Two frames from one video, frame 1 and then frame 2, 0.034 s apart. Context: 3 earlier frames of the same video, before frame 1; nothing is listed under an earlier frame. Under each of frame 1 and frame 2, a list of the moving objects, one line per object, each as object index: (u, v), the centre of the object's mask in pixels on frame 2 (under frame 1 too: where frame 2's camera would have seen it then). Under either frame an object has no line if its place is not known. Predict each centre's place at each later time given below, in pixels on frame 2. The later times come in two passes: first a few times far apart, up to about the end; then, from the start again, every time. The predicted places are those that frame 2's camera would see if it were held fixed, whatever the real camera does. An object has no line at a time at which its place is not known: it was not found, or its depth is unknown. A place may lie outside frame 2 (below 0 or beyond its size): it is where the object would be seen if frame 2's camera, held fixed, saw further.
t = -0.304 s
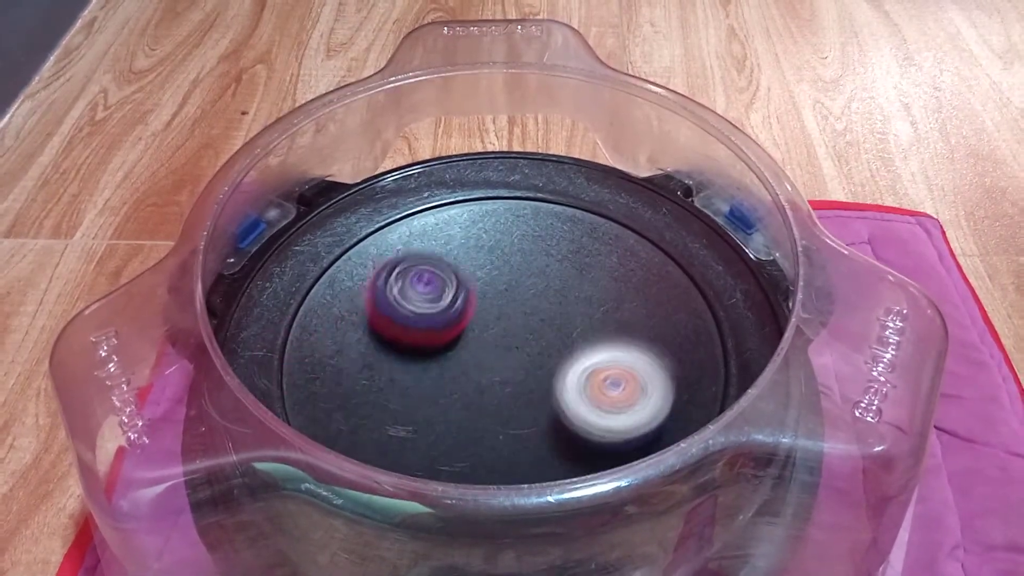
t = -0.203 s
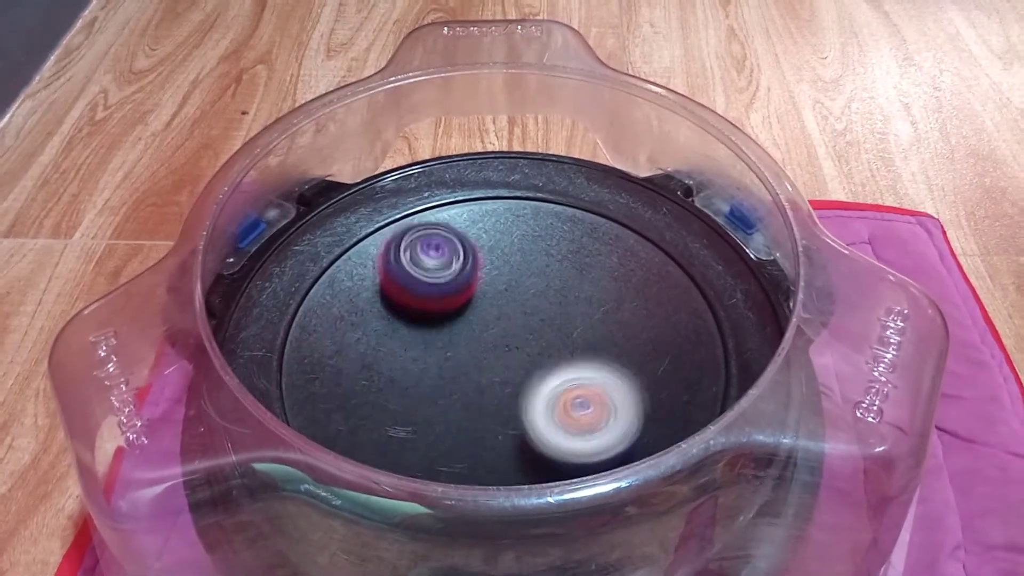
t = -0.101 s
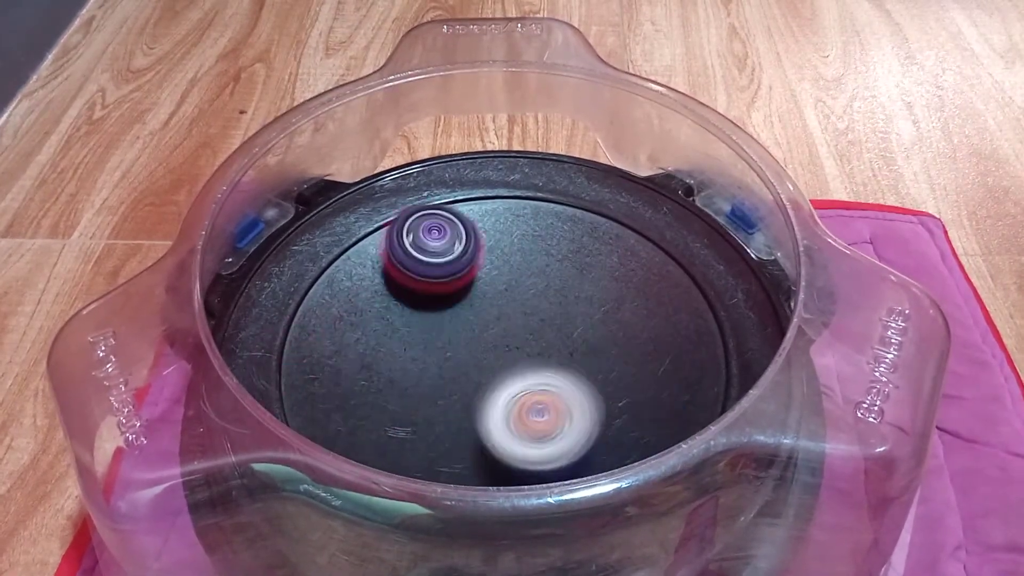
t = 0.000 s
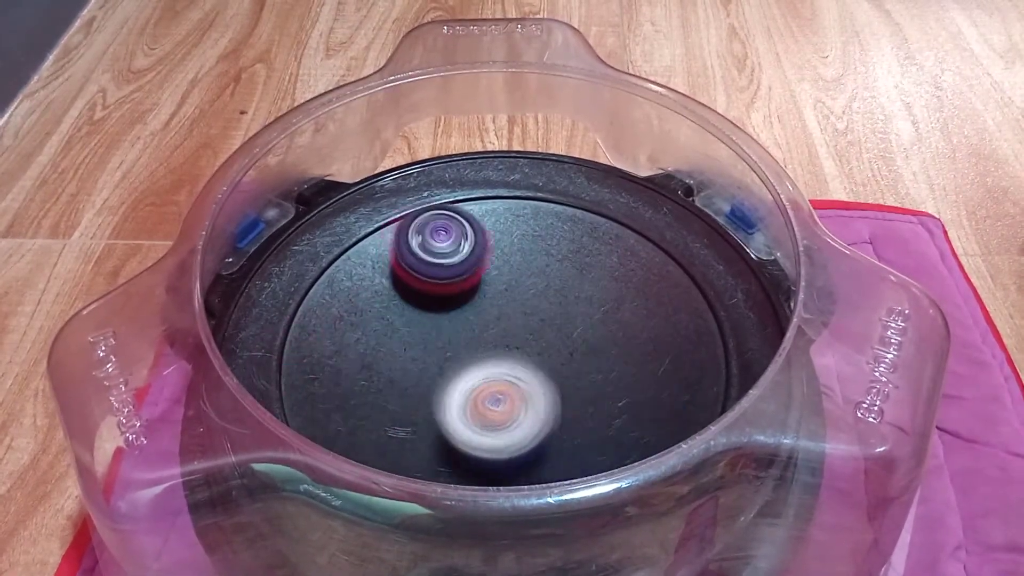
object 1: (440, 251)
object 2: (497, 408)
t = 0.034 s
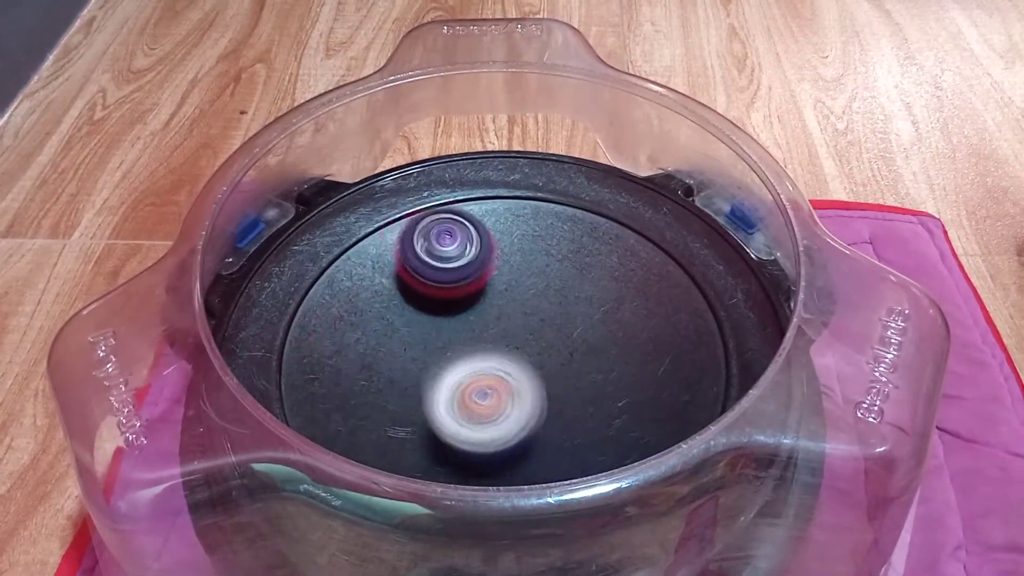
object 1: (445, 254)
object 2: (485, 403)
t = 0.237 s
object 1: (514, 286)
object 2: (431, 353)
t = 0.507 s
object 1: (602, 283)
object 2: (428, 280)
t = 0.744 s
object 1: (577, 318)
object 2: (484, 252)
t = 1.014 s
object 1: (561, 404)
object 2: (542, 299)
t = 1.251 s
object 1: (567, 438)
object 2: (542, 335)
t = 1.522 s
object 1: (596, 475)
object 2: (473, 240)
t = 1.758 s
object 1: (519, 425)
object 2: (474, 210)
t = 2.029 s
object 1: (369, 388)
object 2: (476, 256)
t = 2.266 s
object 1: (381, 375)
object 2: (482, 322)
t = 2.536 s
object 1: (415, 331)
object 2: (594, 350)
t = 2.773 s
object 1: (464, 274)
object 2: (640, 369)
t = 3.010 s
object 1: (489, 267)
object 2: (634, 367)
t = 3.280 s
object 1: (526, 295)
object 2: (582, 371)
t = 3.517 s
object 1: (507, 304)
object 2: (530, 400)
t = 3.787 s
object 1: (495, 333)
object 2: (458, 415)
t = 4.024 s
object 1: (508, 345)
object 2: (418, 394)
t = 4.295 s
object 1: (517, 335)
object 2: (411, 352)
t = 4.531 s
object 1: (524, 321)
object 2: (416, 320)
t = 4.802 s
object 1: (533, 321)
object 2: (432, 298)
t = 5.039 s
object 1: (541, 343)
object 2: (443, 294)
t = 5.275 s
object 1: (550, 381)
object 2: (459, 295)
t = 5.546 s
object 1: (553, 399)
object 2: (473, 296)
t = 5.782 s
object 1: (543, 393)
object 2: (496, 295)
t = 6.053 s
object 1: (475, 394)
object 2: (521, 285)
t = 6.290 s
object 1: (444, 384)
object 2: (533, 296)
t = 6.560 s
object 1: (426, 352)
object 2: (553, 318)
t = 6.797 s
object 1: (446, 334)
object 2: (557, 340)
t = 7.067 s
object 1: (467, 315)
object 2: (563, 363)
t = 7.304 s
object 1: (490, 304)
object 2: (540, 374)
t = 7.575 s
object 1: (499, 302)
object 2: (501, 382)
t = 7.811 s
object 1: (505, 313)
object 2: (474, 389)
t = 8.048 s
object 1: (520, 317)
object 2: (455, 396)
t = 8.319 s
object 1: (524, 321)
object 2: (448, 384)
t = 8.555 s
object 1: (545, 301)
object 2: (427, 370)
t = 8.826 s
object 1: (516, 321)
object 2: (414, 343)
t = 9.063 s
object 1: (585, 332)
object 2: (391, 339)
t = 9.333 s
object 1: (569, 334)
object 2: (434, 329)
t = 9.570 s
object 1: (574, 347)
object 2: (441, 321)
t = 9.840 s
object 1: (537, 380)
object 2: (450, 296)
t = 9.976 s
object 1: (523, 398)
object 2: (461, 296)
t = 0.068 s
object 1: (452, 259)
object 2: (474, 395)
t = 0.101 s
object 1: (461, 264)
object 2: (463, 388)
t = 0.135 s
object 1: (470, 270)
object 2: (453, 379)
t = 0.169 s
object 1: (483, 275)
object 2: (445, 370)
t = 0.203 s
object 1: (497, 281)
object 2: (438, 362)
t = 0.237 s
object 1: (514, 286)
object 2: (431, 353)
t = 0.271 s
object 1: (529, 289)
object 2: (426, 343)
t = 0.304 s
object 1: (545, 291)
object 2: (422, 333)
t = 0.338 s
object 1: (560, 291)
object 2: (421, 323)
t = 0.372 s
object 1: (574, 289)
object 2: (420, 313)
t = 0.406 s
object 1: (585, 287)
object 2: (422, 304)
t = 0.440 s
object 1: (594, 286)
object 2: (423, 296)
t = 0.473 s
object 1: (599, 285)
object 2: (425, 288)
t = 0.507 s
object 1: (602, 283)
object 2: (428, 280)
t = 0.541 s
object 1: (603, 284)
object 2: (433, 272)
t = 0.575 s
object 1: (603, 285)
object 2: (440, 265)
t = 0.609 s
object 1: (600, 286)
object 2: (447, 261)
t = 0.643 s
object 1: (595, 291)
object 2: (455, 256)
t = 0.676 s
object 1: (589, 298)
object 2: (465, 253)
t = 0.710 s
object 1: (583, 306)
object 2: (474, 252)
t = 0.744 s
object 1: (577, 318)
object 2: (484, 252)
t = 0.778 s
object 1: (572, 328)
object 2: (495, 255)
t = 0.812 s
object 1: (568, 341)
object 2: (503, 258)
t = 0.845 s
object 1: (565, 354)
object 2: (512, 263)
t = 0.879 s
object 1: (564, 366)
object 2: (519, 269)
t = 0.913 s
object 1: (563, 377)
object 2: (527, 275)
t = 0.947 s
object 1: (562, 388)
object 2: (533, 282)
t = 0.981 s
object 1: (561, 396)
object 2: (538, 290)
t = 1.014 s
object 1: (561, 404)
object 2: (542, 299)
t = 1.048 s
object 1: (560, 410)
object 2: (545, 307)
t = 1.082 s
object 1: (560, 415)
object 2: (547, 316)
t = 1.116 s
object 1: (562, 424)
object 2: (547, 318)
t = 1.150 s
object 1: (564, 432)
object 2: (546, 320)
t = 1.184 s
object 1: (565, 436)
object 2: (545, 324)
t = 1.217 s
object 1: (566, 437)
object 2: (545, 329)
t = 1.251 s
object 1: (567, 438)
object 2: (542, 335)
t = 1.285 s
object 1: (566, 438)
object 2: (539, 340)
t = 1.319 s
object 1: (564, 437)
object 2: (536, 343)
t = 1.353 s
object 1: (567, 439)
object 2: (527, 333)
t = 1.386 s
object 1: (579, 455)
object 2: (508, 306)
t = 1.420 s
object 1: (600, 506)
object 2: (496, 282)
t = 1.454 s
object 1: (604, 501)
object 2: (484, 264)
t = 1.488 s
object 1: (599, 476)
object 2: (475, 248)
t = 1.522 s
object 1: (596, 475)
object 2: (473, 240)
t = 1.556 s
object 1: (590, 468)
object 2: (473, 233)
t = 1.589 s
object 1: (580, 448)
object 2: (474, 227)
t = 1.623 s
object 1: (572, 445)
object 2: (474, 223)
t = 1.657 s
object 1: (563, 442)
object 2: (474, 219)
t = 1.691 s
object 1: (552, 439)
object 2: (475, 215)
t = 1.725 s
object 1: (537, 434)
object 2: (475, 212)
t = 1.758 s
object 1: (519, 425)
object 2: (474, 210)
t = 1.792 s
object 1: (499, 416)
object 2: (475, 212)
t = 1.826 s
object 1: (476, 409)
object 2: (474, 213)
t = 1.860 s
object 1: (455, 403)
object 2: (475, 216)
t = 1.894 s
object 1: (433, 398)
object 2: (475, 221)
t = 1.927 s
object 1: (413, 393)
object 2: (476, 228)
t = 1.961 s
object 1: (395, 390)
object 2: (476, 236)
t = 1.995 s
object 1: (381, 388)
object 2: (476, 245)
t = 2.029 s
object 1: (369, 388)
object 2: (476, 256)
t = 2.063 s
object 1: (360, 388)
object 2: (476, 265)
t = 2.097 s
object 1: (357, 388)
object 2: (477, 275)
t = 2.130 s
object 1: (357, 388)
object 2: (478, 285)
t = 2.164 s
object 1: (359, 387)
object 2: (477, 294)
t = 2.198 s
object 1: (365, 385)
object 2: (479, 304)
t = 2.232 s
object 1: (372, 380)
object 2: (480, 313)
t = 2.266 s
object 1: (381, 375)
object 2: (482, 322)
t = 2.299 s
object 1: (378, 372)
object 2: (500, 323)
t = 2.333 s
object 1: (376, 371)
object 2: (525, 322)
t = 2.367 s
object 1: (379, 368)
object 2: (546, 324)
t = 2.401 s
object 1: (384, 361)
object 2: (559, 326)
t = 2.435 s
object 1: (391, 356)
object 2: (571, 331)
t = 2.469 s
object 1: (399, 349)
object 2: (578, 340)
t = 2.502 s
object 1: (407, 340)
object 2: (587, 345)
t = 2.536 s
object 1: (415, 331)
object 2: (594, 350)
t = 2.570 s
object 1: (424, 322)
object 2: (603, 354)
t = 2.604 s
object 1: (431, 313)
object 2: (609, 358)
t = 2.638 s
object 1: (439, 305)
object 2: (617, 361)
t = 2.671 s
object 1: (446, 295)
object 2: (623, 363)
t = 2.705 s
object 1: (452, 288)
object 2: (629, 366)
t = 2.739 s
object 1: (459, 279)
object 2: (634, 368)
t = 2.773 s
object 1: (464, 274)
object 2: (640, 369)
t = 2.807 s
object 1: (469, 269)
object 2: (644, 371)
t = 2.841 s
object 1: (472, 264)
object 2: (649, 371)
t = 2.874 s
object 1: (476, 262)
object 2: (648, 372)
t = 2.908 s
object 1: (479, 261)
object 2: (648, 371)
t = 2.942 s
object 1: (482, 261)
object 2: (646, 372)
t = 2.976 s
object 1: (485, 263)
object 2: (642, 368)
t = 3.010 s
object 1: (489, 267)
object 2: (634, 367)
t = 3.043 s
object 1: (495, 270)
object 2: (628, 367)
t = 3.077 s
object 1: (501, 276)
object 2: (618, 362)
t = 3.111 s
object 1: (510, 282)
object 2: (608, 361)
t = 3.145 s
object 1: (518, 288)
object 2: (597, 357)
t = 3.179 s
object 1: (524, 293)
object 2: (587, 356)
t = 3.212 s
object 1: (526, 293)
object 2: (587, 360)
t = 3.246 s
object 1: (527, 294)
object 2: (587, 368)
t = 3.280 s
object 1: (526, 295)
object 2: (582, 371)
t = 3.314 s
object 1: (527, 296)
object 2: (573, 371)
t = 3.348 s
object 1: (528, 297)
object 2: (562, 374)
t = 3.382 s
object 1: (525, 297)
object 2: (559, 382)
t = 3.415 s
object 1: (520, 299)
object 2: (556, 390)
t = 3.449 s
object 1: (517, 300)
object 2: (547, 394)
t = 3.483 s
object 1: (512, 302)
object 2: (539, 397)
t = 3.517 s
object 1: (507, 304)
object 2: (530, 400)
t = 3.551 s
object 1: (503, 308)
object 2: (518, 402)
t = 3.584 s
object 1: (500, 312)
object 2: (509, 403)
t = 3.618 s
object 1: (498, 317)
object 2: (500, 405)
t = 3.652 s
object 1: (498, 322)
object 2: (489, 406)
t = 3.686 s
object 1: (497, 326)
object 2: (480, 410)
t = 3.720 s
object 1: (496, 329)
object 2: (472, 415)
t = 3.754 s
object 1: (495, 332)
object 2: (465, 416)
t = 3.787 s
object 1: (495, 333)
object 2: (458, 415)
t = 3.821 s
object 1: (495, 335)
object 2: (449, 414)
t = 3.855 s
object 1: (497, 338)
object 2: (442, 412)
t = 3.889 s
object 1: (498, 340)
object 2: (434, 411)
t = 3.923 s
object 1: (500, 342)
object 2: (428, 408)
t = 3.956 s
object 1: (503, 344)
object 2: (424, 404)
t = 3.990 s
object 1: (505, 344)
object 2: (420, 399)
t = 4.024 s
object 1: (508, 345)
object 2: (418, 394)
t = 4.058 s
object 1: (509, 345)
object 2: (416, 389)
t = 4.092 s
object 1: (512, 345)
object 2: (416, 383)
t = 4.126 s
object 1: (513, 344)
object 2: (416, 378)
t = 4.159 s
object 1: (515, 343)
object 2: (415, 373)
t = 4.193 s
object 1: (516, 341)
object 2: (413, 368)
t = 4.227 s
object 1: (517, 339)
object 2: (412, 363)
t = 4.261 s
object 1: (517, 337)
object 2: (412, 358)
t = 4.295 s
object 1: (517, 335)
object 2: (411, 352)
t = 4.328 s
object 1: (517, 334)
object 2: (411, 347)
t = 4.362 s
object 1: (516, 331)
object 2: (410, 342)
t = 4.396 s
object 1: (520, 328)
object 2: (407, 338)
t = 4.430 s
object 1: (522, 326)
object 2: (408, 334)
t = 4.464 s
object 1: (523, 324)
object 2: (410, 328)
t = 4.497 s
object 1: (524, 322)
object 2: (413, 324)
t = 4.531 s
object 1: (524, 321)
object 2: (416, 320)
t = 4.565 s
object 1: (524, 321)
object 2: (421, 316)
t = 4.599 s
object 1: (526, 319)
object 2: (421, 312)
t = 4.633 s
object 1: (529, 319)
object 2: (423, 310)
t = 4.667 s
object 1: (530, 319)
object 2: (424, 307)
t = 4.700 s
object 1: (531, 319)
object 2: (427, 304)
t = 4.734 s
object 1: (532, 319)
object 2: (429, 301)
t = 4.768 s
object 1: (533, 320)
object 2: (430, 300)
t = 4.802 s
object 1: (533, 321)
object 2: (432, 298)
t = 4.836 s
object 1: (536, 324)
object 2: (431, 297)
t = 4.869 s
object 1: (540, 328)
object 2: (432, 296)
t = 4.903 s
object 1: (540, 331)
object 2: (432, 294)
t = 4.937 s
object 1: (541, 334)
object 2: (433, 293)
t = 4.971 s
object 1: (542, 336)
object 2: (435, 292)
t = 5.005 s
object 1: (542, 340)
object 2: (439, 293)
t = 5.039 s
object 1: (541, 343)
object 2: (443, 294)
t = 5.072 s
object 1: (540, 346)
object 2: (447, 296)
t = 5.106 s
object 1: (541, 352)
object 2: (449, 296)
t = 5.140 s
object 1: (543, 359)
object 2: (447, 295)
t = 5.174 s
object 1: (546, 366)
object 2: (449, 294)
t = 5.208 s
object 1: (547, 372)
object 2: (452, 294)
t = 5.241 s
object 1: (549, 377)
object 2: (455, 294)
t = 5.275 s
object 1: (550, 381)
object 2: (459, 295)
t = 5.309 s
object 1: (551, 383)
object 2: (462, 297)
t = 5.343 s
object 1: (550, 385)
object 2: (466, 298)
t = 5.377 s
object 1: (550, 387)
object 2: (470, 300)
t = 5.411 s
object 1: (547, 387)
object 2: (475, 303)
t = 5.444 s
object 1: (543, 387)
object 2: (479, 306)
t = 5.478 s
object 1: (541, 389)
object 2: (483, 308)
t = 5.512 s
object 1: (548, 396)
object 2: (477, 300)
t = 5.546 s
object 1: (553, 399)
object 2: (473, 296)
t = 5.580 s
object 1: (556, 402)
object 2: (471, 295)
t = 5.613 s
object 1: (558, 403)
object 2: (474, 296)
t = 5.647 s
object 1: (559, 402)
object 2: (479, 295)
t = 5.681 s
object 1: (559, 402)
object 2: (483, 294)
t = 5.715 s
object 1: (557, 400)
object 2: (488, 295)
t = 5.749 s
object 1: (551, 396)
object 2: (491, 294)
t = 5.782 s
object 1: (543, 393)
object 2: (496, 295)
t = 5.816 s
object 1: (536, 390)
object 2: (501, 296)
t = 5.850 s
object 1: (528, 388)
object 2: (505, 297)
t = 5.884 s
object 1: (520, 390)
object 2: (506, 292)
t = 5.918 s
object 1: (511, 390)
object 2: (507, 289)
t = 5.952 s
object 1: (502, 392)
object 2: (512, 289)
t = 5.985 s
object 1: (492, 393)
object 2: (514, 287)
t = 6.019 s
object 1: (484, 393)
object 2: (518, 285)
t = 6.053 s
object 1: (475, 394)
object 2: (521, 285)
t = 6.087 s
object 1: (467, 394)
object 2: (524, 285)
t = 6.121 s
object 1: (461, 394)
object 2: (527, 286)
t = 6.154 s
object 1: (456, 393)
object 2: (528, 286)
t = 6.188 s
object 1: (451, 392)
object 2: (530, 289)
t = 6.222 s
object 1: (448, 390)
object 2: (531, 290)
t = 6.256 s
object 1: (445, 387)
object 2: (531, 293)
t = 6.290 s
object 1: (444, 384)
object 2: (533, 296)
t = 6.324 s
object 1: (441, 378)
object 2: (533, 299)
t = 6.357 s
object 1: (441, 374)
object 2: (533, 303)
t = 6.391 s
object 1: (440, 370)
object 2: (533, 307)
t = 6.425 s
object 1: (440, 364)
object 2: (533, 311)
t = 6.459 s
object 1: (435, 363)
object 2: (538, 309)
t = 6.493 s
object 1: (432, 359)
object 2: (542, 311)
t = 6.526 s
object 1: (427, 355)
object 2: (548, 317)
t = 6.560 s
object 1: (426, 352)
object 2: (553, 318)
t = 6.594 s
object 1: (426, 350)
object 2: (554, 322)
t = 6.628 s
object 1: (427, 347)
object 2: (556, 324)
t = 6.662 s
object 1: (429, 345)
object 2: (559, 328)
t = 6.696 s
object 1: (432, 342)
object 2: (559, 331)
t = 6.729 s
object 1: (436, 339)
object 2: (559, 334)
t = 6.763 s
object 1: (440, 338)
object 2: (559, 337)
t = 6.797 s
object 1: (446, 334)
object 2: (557, 340)
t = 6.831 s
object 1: (451, 332)
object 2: (556, 343)
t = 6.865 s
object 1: (454, 329)
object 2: (559, 345)
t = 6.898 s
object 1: (457, 324)
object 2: (563, 348)
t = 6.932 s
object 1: (459, 321)
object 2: (564, 350)
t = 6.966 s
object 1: (460, 320)
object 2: (564, 356)
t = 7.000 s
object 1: (463, 318)
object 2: (566, 357)
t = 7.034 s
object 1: (464, 316)
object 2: (565, 360)
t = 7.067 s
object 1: (467, 315)
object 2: (563, 363)
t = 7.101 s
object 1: (470, 315)
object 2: (561, 366)
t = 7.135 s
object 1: (474, 314)
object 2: (557, 367)
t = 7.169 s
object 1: (478, 313)
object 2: (553, 369)
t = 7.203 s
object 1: (483, 312)
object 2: (549, 371)
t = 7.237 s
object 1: (487, 308)
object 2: (546, 374)
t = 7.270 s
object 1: (489, 306)
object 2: (544, 375)
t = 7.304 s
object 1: (490, 304)
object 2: (540, 374)
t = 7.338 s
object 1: (492, 302)
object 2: (533, 375)
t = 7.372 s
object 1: (493, 301)
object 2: (528, 376)
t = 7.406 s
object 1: (496, 301)
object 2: (524, 377)
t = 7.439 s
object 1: (496, 301)
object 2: (519, 380)
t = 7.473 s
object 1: (497, 300)
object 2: (515, 380)
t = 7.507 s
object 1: (498, 300)
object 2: (510, 380)
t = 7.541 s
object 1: (498, 301)
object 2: (506, 381)
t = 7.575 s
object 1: (499, 302)
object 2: (501, 382)
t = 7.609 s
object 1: (500, 303)
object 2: (497, 384)
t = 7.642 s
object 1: (500, 304)
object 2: (492, 385)
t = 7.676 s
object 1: (501, 304)
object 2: (489, 385)
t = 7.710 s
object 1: (501, 306)
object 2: (486, 386)
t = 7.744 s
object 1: (502, 308)
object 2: (482, 387)
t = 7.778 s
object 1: (504, 310)
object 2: (478, 388)
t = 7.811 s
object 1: (505, 313)
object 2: (474, 389)
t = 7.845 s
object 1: (508, 313)
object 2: (470, 389)
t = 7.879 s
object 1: (510, 314)
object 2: (468, 387)
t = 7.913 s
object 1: (511, 316)
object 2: (466, 387)
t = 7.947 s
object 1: (514, 318)
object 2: (462, 389)
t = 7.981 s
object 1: (516, 319)
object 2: (457, 392)
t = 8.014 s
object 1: (519, 318)
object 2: (456, 395)
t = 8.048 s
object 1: (520, 317)
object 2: (455, 396)
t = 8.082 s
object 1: (522, 316)
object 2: (448, 393)
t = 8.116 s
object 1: (523, 316)
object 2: (445, 397)
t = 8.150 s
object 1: (523, 315)
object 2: (448, 396)
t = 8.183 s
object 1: (523, 316)
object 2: (446, 395)
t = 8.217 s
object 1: (523, 317)
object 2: (445, 393)
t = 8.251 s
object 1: (523, 317)
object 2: (447, 388)
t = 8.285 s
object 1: (524, 319)
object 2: (449, 387)
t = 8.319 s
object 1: (524, 321)
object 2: (448, 384)
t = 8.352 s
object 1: (525, 323)
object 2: (449, 384)
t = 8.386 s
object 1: (527, 325)
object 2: (442, 387)
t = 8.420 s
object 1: (534, 321)
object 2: (435, 384)
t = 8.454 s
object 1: (539, 315)
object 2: (432, 385)
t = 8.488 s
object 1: (543, 311)
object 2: (433, 381)
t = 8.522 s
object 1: (545, 305)
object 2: (433, 376)
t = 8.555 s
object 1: (545, 301)
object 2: (427, 370)
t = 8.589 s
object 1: (543, 299)
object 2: (423, 368)
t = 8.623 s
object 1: (539, 297)
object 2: (421, 365)
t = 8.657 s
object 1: (534, 297)
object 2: (421, 363)
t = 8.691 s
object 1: (530, 299)
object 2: (420, 358)
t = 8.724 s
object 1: (525, 303)
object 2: (417, 353)
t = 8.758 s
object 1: (520, 308)
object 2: (416, 349)
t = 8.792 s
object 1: (518, 315)
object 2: (416, 346)
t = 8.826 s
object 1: (516, 321)
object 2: (414, 343)
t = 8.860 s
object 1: (524, 327)
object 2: (396, 344)
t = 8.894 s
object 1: (537, 329)
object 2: (386, 341)
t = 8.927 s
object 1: (549, 331)
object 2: (379, 344)
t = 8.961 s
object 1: (561, 332)
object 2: (380, 345)
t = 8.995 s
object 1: (570, 332)
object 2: (385, 343)
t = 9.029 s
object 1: (577, 333)
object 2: (389, 341)
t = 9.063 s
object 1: (585, 332)
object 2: (391, 339)
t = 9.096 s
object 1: (590, 332)
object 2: (395, 337)
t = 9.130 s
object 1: (593, 331)
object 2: (396, 336)
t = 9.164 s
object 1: (594, 330)
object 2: (396, 334)
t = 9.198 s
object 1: (593, 329)
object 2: (402, 334)
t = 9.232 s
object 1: (589, 330)
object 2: (406, 334)
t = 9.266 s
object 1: (584, 330)
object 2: (411, 332)
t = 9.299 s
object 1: (577, 331)
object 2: (422, 330)
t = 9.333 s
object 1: (569, 334)
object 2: (434, 329)
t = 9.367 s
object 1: (561, 337)
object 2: (445, 326)
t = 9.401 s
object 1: (565, 339)
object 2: (446, 323)
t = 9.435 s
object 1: (571, 342)
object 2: (437, 323)
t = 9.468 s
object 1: (574, 342)
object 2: (434, 324)
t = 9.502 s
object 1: (574, 344)
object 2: (434, 325)
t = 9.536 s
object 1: (574, 346)
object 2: (442, 324)
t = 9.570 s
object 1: (574, 347)
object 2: (441, 321)
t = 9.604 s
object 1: (569, 349)
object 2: (446, 319)
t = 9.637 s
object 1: (566, 351)
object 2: (442, 317)
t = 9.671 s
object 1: (560, 355)
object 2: (450, 313)
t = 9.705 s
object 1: (554, 358)
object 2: (452, 309)
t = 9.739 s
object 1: (548, 362)
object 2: (455, 307)
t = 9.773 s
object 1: (544, 369)
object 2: (453, 303)
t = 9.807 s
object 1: (540, 374)
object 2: (450, 301)
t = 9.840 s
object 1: (537, 380)
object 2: (450, 296)
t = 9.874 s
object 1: (533, 386)
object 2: (451, 295)
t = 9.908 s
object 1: (530, 390)
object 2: (453, 296)
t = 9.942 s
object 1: (527, 394)
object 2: (456, 297)
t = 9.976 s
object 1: (523, 398)
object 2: (461, 296)
